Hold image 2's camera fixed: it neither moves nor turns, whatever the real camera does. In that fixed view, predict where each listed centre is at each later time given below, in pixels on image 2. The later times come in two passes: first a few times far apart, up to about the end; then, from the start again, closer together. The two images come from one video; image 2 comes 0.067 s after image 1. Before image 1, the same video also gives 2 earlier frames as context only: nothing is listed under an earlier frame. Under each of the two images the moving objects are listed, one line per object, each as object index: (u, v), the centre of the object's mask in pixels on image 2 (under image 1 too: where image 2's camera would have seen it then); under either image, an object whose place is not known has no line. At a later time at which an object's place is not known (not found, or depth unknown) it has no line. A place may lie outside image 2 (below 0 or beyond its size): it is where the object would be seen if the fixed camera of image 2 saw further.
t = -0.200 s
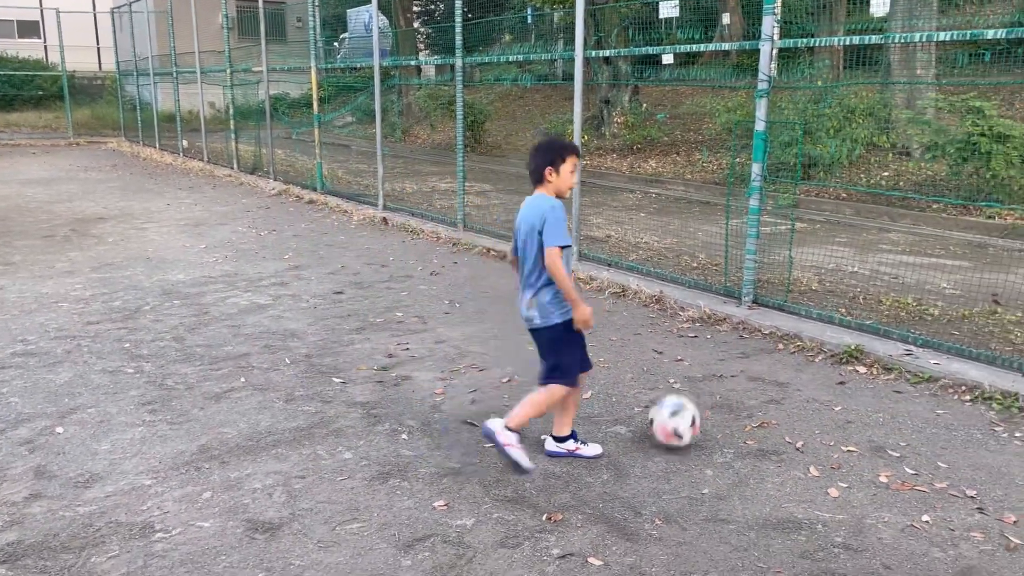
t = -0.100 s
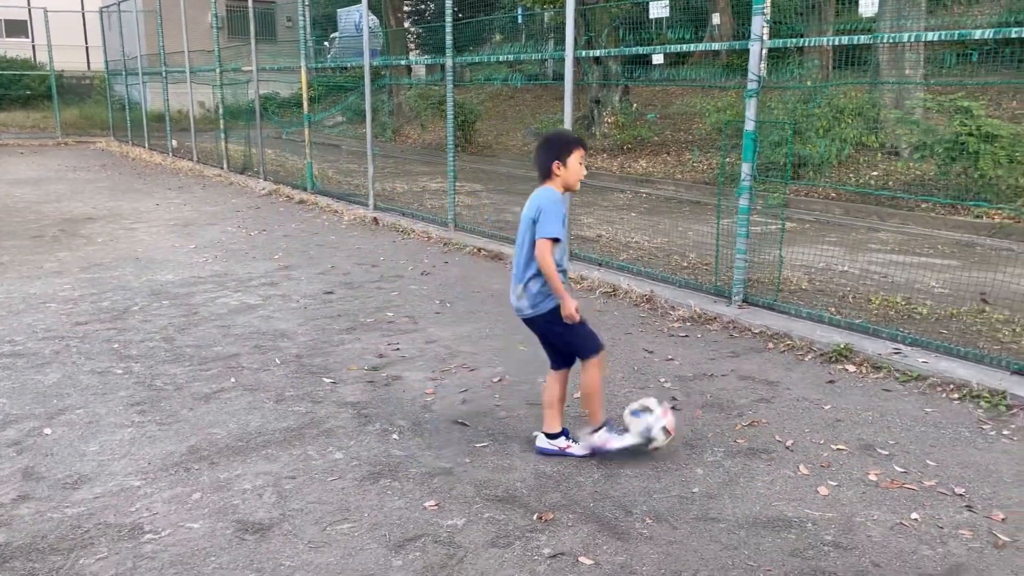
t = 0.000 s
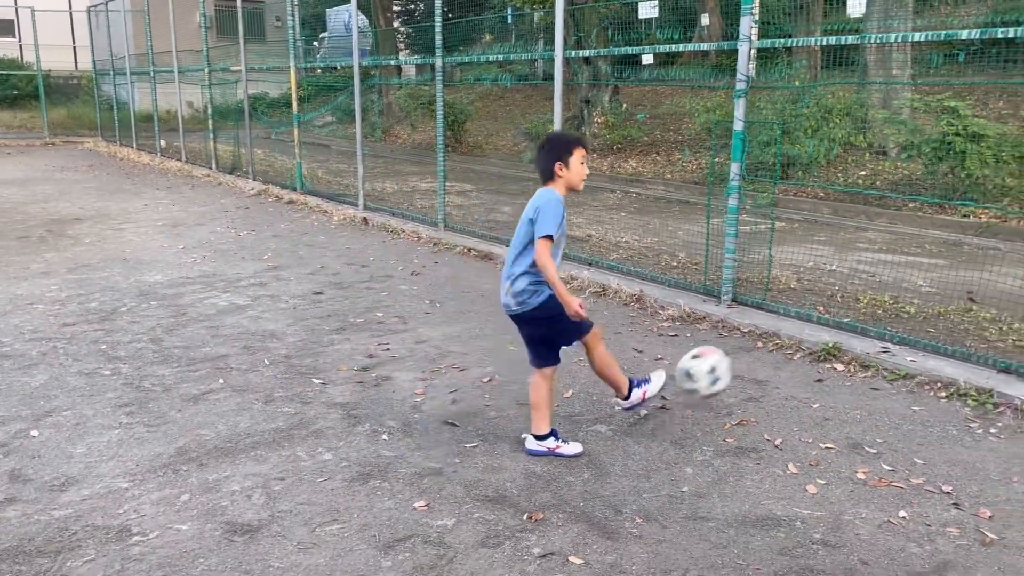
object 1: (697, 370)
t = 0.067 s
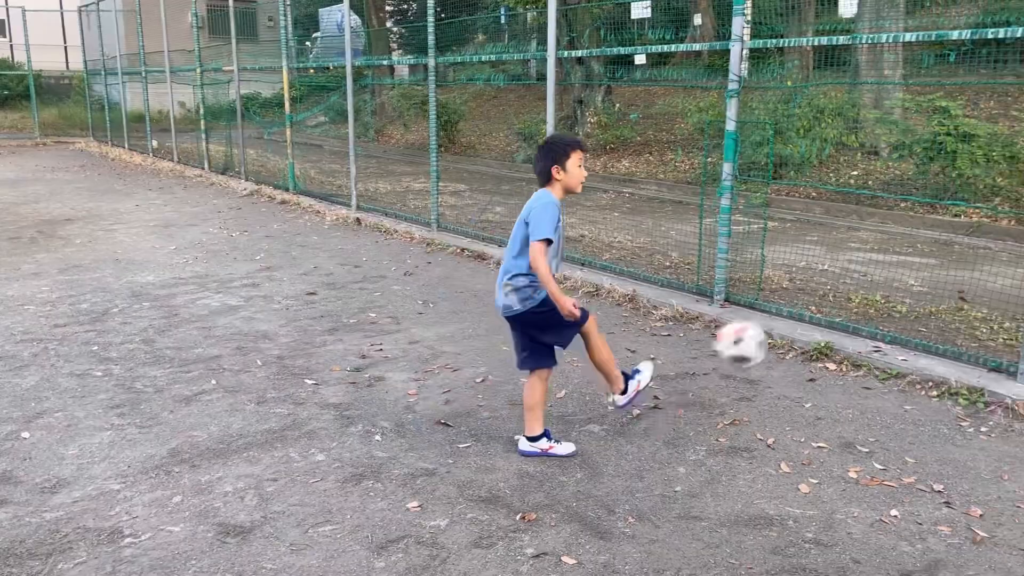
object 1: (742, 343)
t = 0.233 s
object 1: (836, 324)
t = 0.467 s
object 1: (899, 343)
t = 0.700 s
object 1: (844, 357)
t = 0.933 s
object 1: (779, 442)
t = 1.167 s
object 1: (735, 459)
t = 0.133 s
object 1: (779, 329)
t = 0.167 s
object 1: (799, 324)
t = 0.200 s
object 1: (818, 323)
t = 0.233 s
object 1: (836, 324)
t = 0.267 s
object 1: (852, 328)
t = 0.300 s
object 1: (869, 334)
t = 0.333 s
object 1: (884, 340)
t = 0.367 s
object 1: (900, 351)
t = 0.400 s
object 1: (911, 361)
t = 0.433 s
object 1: (906, 351)
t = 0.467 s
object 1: (899, 343)
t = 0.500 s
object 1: (893, 338)
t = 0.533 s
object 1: (886, 336)
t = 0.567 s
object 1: (878, 335)
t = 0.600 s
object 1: (871, 337)
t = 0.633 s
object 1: (862, 341)
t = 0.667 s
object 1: (853, 347)
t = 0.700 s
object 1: (844, 357)
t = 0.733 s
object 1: (834, 369)
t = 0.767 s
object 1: (824, 385)
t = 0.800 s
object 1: (814, 404)
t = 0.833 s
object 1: (801, 426)
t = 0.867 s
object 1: (789, 452)
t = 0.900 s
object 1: (783, 451)
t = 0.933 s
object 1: (779, 442)
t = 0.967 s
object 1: (774, 435)
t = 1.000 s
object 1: (768, 432)
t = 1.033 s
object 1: (762, 431)
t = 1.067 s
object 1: (756, 434)
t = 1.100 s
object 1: (750, 438)
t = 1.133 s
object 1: (743, 447)
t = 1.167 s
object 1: (735, 459)
